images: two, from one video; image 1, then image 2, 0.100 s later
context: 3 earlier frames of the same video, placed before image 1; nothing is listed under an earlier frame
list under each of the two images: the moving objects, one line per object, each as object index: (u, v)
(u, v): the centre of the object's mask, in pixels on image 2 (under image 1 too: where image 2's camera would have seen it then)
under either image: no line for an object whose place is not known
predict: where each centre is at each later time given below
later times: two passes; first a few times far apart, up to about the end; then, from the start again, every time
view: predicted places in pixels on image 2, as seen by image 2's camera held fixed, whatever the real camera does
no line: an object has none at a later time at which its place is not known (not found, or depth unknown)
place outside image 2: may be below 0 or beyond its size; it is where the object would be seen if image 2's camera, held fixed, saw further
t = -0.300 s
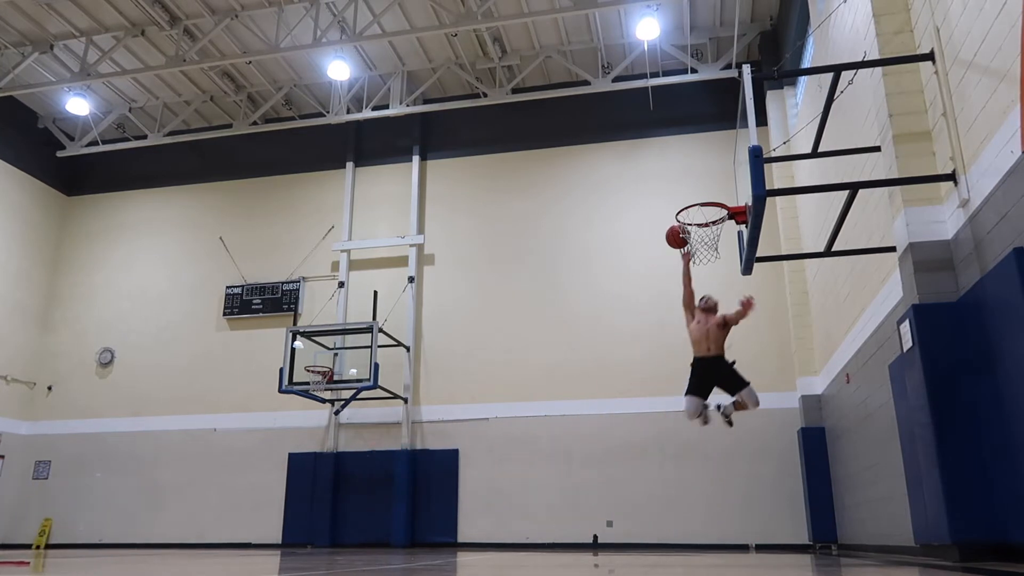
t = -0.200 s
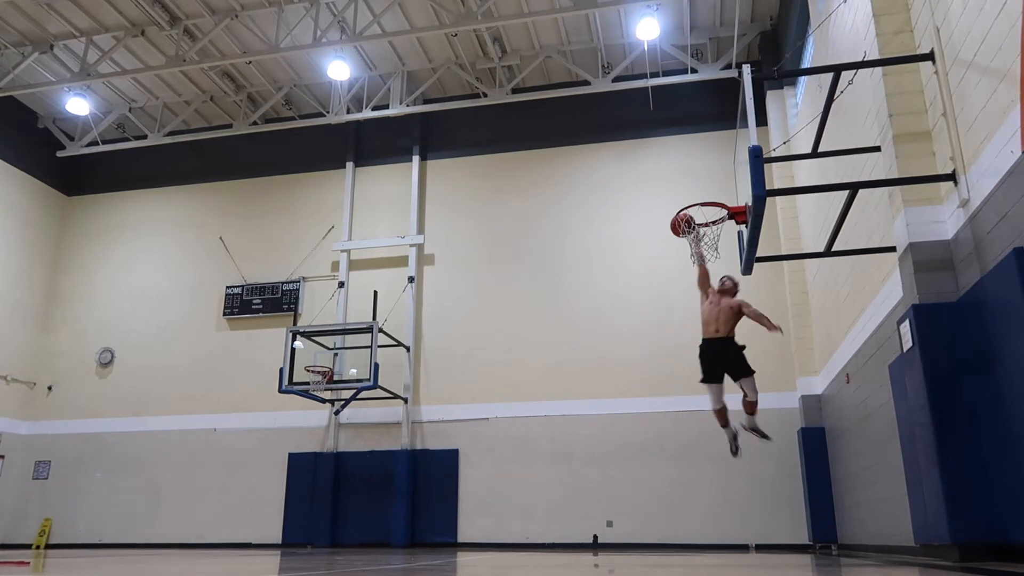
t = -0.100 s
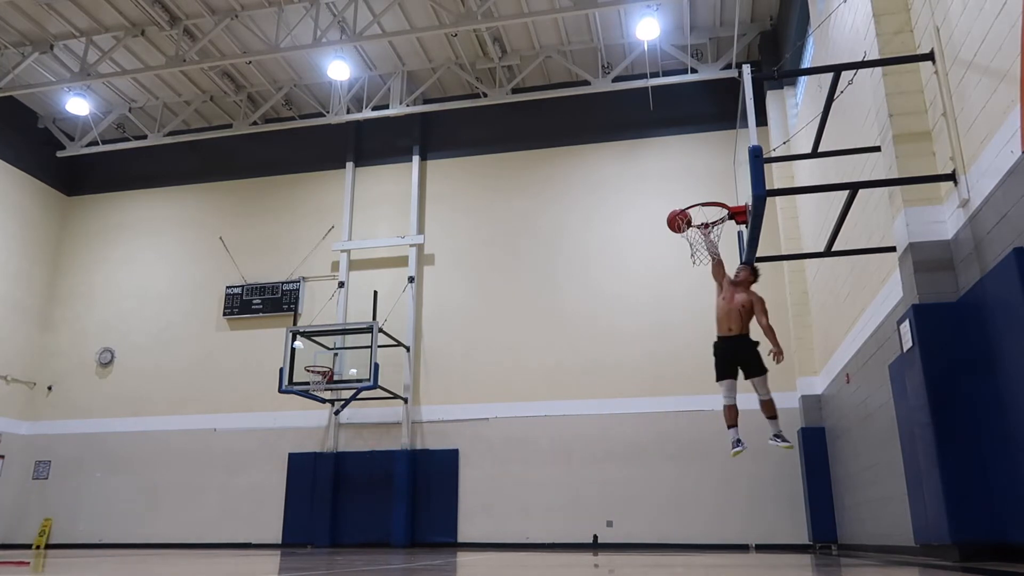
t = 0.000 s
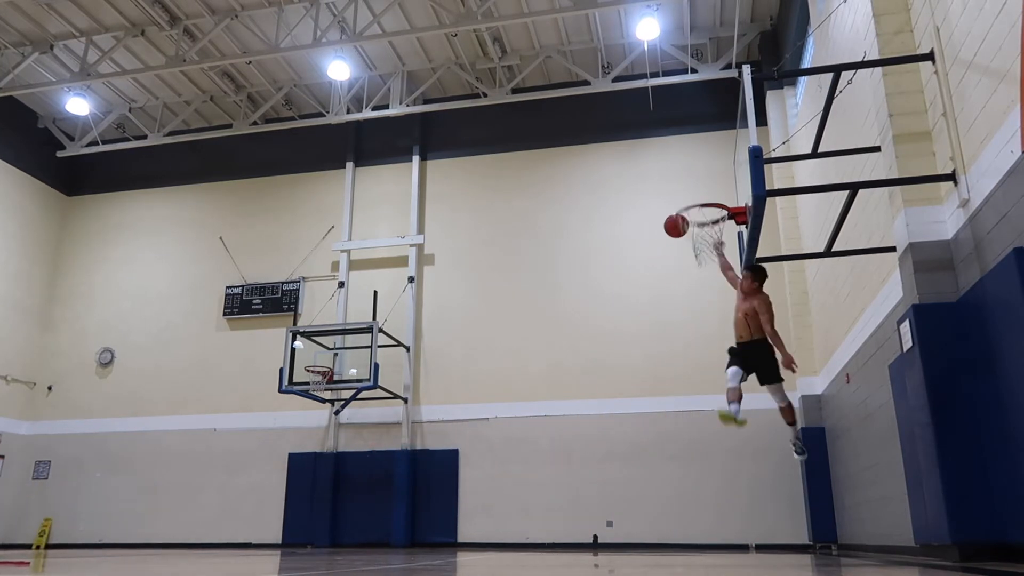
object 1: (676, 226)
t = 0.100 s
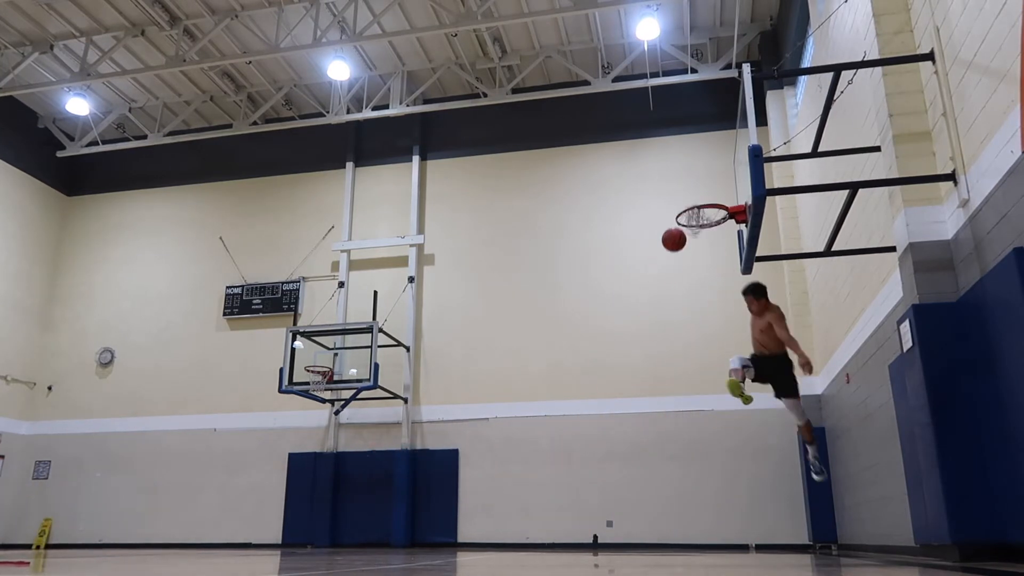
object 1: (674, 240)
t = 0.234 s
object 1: (672, 273)
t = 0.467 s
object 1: (671, 374)
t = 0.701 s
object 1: (673, 539)
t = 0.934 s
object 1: (663, 420)
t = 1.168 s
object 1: (657, 351)
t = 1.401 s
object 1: (654, 336)
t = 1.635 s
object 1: (654, 374)
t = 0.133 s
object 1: (673, 246)
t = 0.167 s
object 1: (673, 254)
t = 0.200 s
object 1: (672, 263)
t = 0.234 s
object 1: (672, 273)
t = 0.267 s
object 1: (672, 283)
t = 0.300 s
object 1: (671, 296)
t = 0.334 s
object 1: (671, 309)
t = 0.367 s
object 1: (671, 324)
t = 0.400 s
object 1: (671, 339)
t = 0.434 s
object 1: (671, 356)
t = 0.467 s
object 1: (671, 374)
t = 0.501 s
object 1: (671, 393)
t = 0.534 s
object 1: (671, 415)
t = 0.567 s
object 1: (671, 437)
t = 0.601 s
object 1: (672, 460)
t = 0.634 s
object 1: (672, 486)
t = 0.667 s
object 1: (673, 513)
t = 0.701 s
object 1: (673, 539)
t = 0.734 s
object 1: (672, 527)
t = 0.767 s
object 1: (670, 506)
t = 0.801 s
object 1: (669, 486)
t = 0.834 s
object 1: (667, 467)
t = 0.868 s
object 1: (666, 450)
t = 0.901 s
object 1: (665, 435)
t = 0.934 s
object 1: (663, 420)
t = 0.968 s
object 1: (662, 407)
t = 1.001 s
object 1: (661, 394)
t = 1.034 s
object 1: (660, 383)
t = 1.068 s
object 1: (660, 373)
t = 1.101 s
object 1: (659, 365)
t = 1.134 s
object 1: (658, 357)
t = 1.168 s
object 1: (657, 351)
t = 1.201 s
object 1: (657, 345)
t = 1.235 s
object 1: (656, 341)
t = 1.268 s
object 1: (656, 338)
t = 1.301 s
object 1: (655, 336)
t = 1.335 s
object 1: (655, 334)
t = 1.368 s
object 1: (654, 334)
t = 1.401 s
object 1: (654, 336)
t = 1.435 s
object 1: (654, 338)
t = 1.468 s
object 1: (654, 341)
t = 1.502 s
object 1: (654, 345)
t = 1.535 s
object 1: (654, 351)
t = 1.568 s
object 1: (654, 357)
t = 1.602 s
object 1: (654, 365)
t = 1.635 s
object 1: (654, 374)
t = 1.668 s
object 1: (655, 385)
